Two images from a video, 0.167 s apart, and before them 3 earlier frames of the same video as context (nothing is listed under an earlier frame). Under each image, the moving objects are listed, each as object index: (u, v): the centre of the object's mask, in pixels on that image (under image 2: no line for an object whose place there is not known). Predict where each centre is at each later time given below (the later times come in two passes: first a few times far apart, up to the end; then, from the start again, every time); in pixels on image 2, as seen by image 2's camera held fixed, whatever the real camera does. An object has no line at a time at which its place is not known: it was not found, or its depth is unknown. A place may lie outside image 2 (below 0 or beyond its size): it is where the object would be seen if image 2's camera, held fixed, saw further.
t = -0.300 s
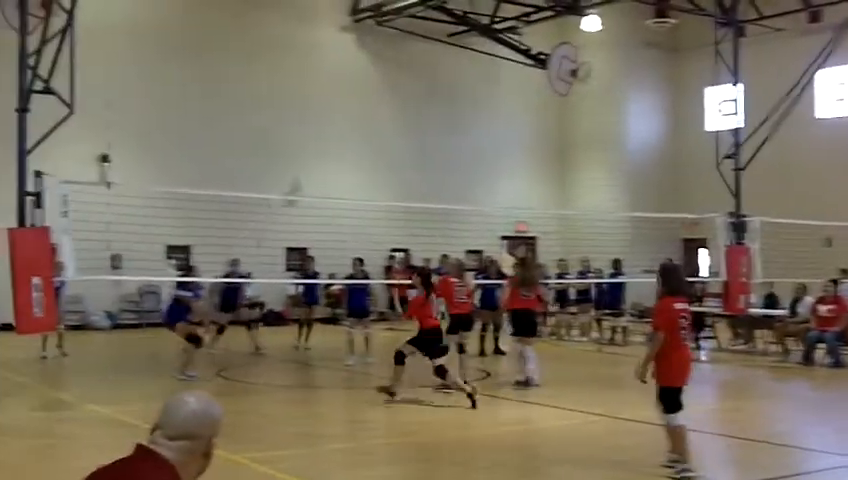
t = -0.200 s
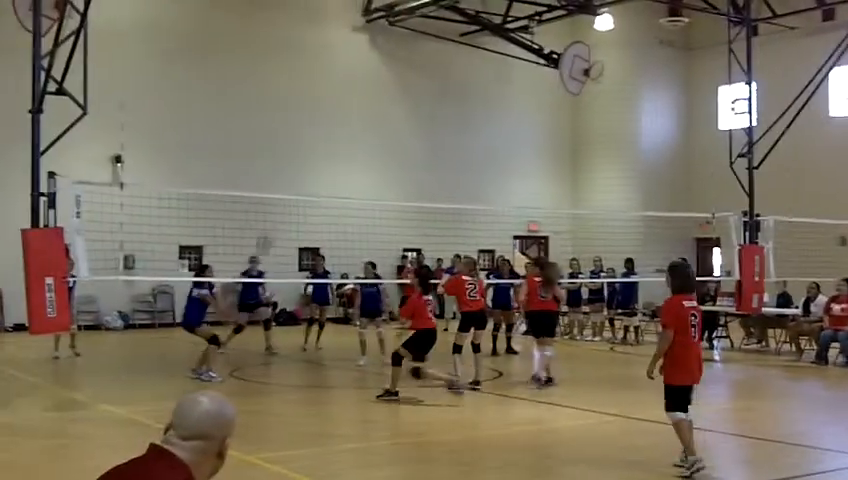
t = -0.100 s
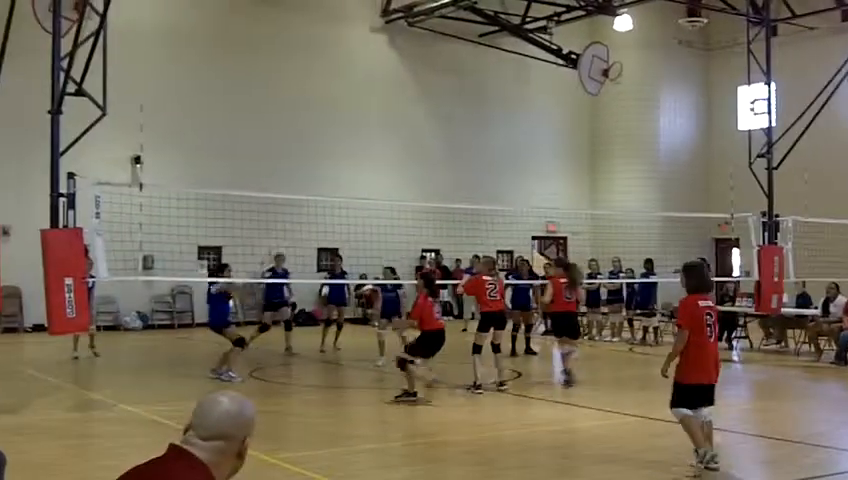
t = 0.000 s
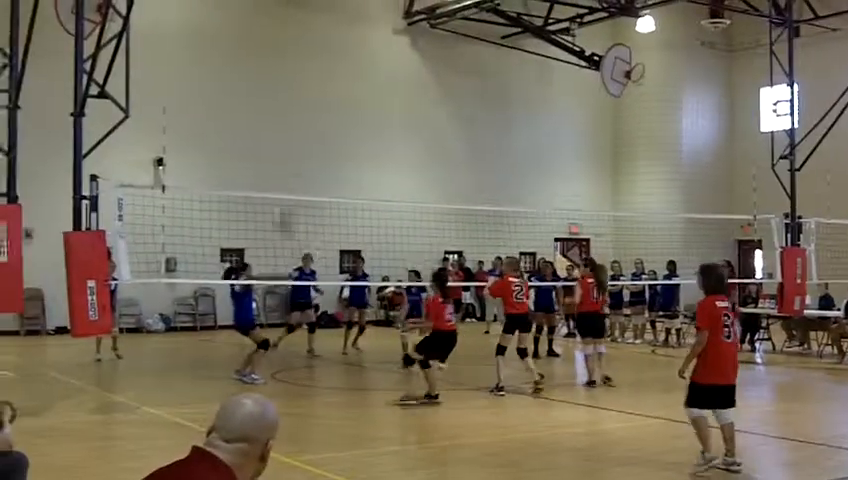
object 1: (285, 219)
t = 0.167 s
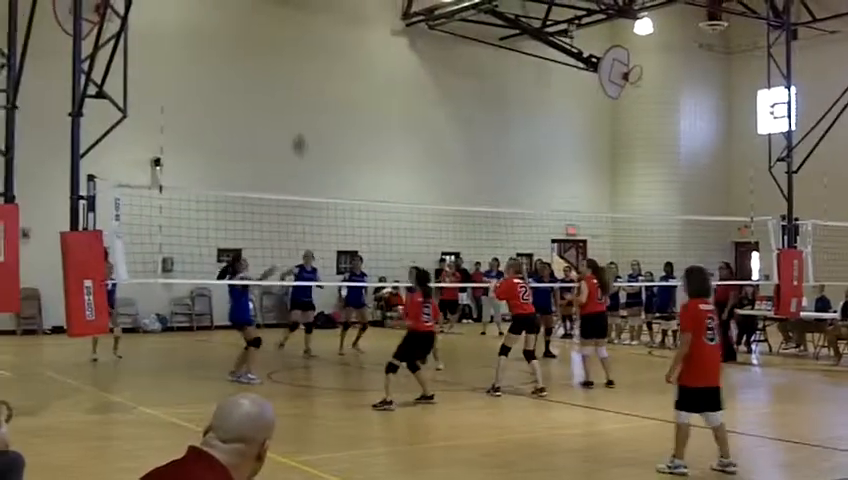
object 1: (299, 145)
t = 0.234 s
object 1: (307, 116)
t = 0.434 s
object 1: (326, 59)
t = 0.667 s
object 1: (349, 32)
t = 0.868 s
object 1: (368, 40)
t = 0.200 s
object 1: (302, 131)
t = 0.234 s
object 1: (307, 116)
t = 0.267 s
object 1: (305, 105)
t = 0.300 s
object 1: (310, 96)
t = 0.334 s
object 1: (316, 86)
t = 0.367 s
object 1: (319, 76)
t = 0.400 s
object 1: (324, 68)
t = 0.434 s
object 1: (326, 59)
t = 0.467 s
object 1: (328, 53)
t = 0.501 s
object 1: (332, 47)
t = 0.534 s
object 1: (334, 43)
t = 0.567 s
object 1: (341, 39)
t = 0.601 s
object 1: (344, 35)
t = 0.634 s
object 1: (346, 33)
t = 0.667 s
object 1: (349, 32)
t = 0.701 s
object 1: (352, 31)
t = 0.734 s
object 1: (356, 31)
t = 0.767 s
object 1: (359, 33)
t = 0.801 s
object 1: (362, 34)
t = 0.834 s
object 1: (365, 38)
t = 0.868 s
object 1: (368, 40)
